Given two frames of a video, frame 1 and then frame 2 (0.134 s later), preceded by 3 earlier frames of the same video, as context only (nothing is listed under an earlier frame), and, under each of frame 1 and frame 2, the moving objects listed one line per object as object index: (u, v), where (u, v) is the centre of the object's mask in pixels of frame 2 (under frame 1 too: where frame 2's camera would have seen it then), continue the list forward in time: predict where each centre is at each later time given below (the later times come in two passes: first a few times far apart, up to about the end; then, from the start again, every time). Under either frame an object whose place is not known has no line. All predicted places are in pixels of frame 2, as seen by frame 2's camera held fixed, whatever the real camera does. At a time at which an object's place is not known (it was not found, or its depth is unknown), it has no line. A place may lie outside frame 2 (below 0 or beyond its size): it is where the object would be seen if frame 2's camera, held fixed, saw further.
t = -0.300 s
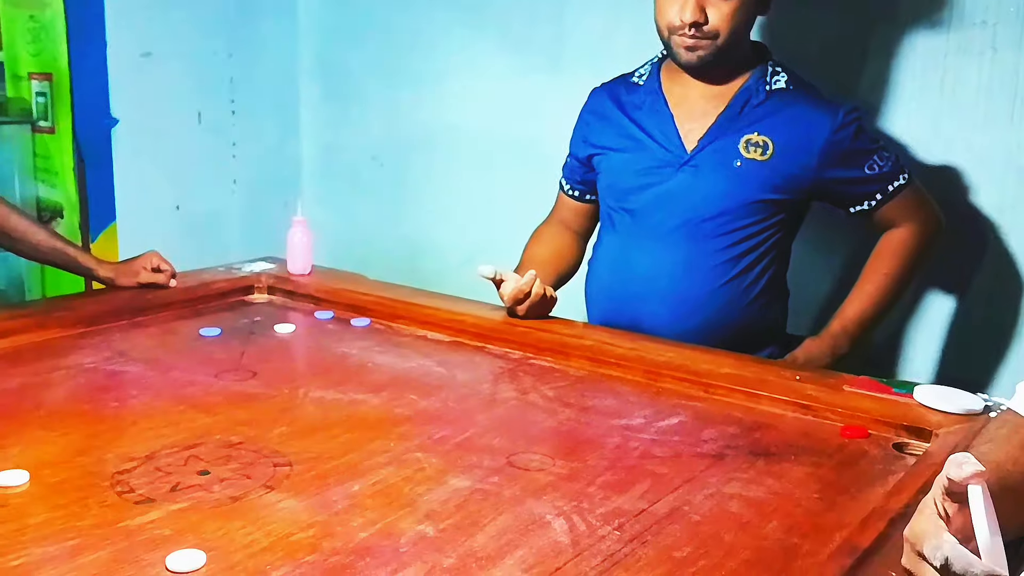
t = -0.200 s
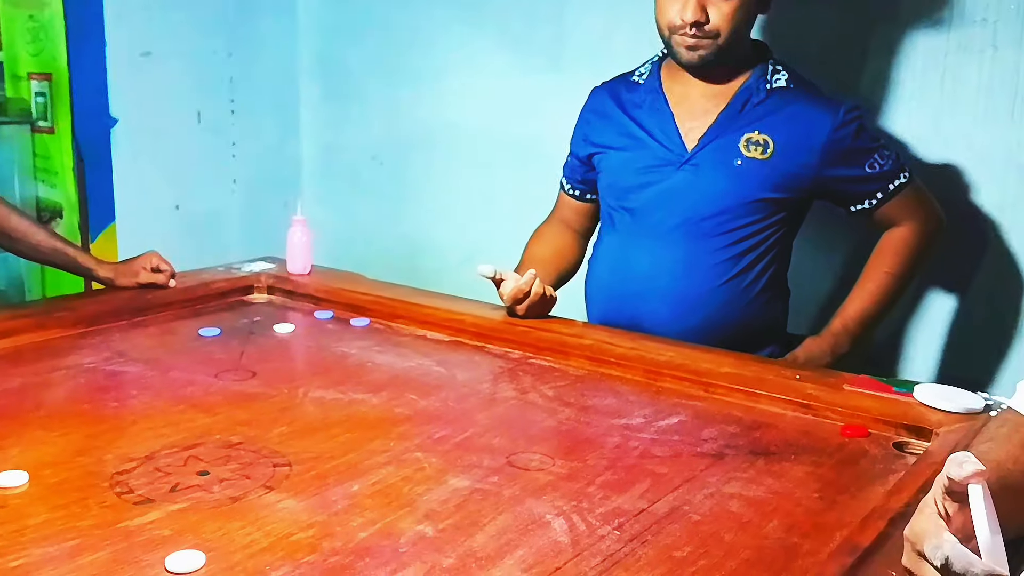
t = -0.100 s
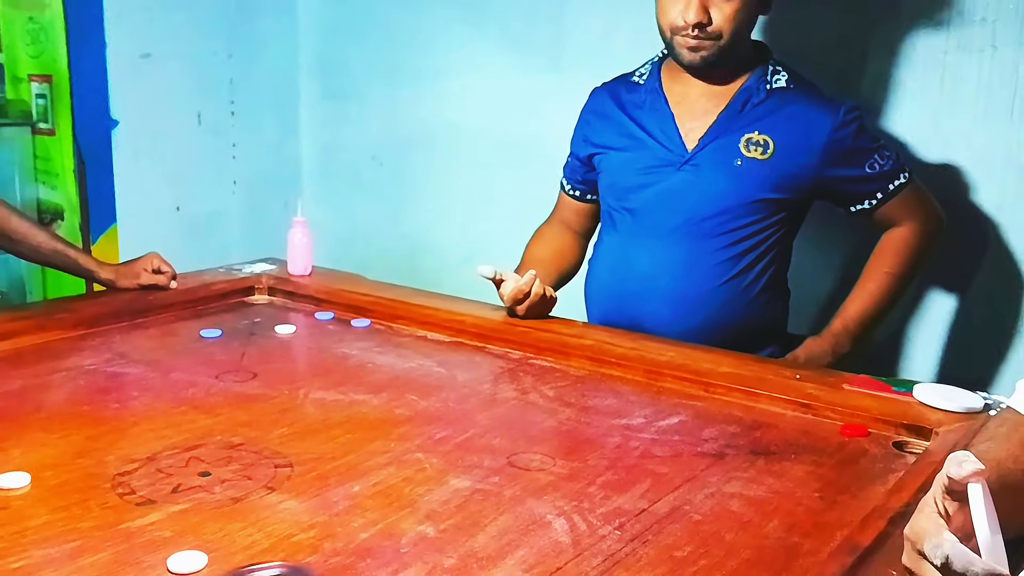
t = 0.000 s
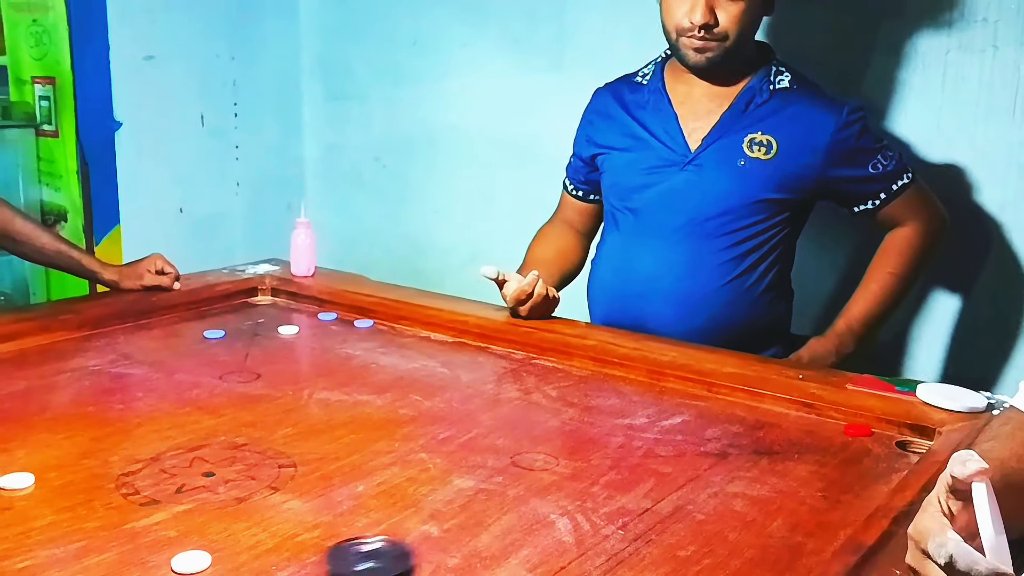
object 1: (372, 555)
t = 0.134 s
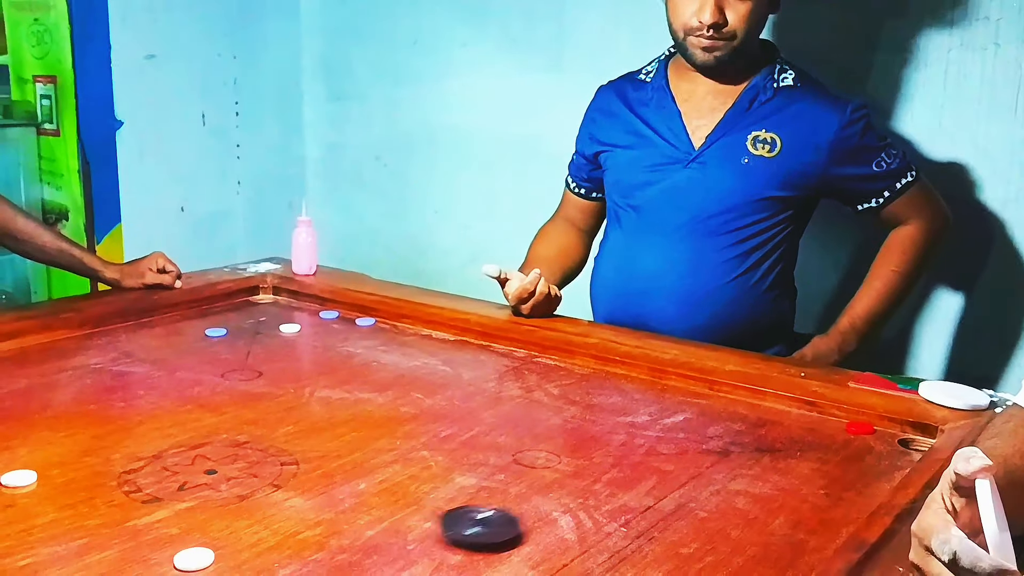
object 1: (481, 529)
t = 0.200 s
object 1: (528, 515)
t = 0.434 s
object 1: (667, 475)
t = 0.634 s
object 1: (758, 448)
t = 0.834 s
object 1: (826, 426)
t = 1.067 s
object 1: (818, 440)
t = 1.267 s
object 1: (806, 454)
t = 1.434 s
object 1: (795, 465)
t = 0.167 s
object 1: (505, 522)
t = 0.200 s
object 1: (528, 515)
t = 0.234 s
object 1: (550, 509)
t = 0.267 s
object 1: (570, 503)
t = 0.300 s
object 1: (591, 497)
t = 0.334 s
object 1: (611, 492)
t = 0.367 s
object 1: (631, 486)
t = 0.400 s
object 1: (649, 481)
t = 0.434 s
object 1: (667, 475)
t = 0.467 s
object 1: (684, 471)
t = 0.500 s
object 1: (701, 465)
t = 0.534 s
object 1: (716, 461)
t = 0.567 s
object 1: (731, 456)
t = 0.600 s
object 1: (745, 452)
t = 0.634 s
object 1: (758, 448)
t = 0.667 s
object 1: (772, 444)
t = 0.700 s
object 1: (784, 440)
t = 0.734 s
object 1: (797, 437)
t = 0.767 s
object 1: (809, 433)
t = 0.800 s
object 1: (819, 429)
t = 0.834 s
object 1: (826, 426)
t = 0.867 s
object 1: (830, 425)
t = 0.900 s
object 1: (828, 427)
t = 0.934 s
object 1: (826, 430)
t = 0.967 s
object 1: (824, 432)
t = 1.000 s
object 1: (822, 435)
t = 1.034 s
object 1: (820, 438)
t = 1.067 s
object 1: (818, 440)
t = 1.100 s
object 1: (816, 442)
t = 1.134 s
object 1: (813, 445)
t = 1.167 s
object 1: (811, 447)
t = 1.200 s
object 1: (809, 450)
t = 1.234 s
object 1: (807, 452)
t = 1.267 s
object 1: (806, 454)
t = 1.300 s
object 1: (803, 457)
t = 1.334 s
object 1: (801, 459)
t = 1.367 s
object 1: (799, 461)
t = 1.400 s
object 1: (797, 463)
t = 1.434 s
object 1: (795, 465)
